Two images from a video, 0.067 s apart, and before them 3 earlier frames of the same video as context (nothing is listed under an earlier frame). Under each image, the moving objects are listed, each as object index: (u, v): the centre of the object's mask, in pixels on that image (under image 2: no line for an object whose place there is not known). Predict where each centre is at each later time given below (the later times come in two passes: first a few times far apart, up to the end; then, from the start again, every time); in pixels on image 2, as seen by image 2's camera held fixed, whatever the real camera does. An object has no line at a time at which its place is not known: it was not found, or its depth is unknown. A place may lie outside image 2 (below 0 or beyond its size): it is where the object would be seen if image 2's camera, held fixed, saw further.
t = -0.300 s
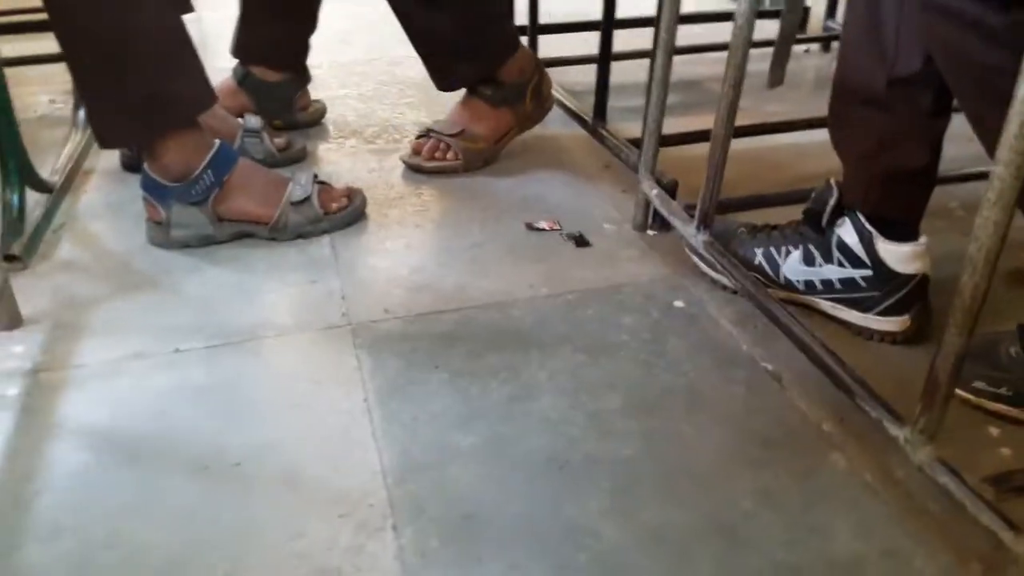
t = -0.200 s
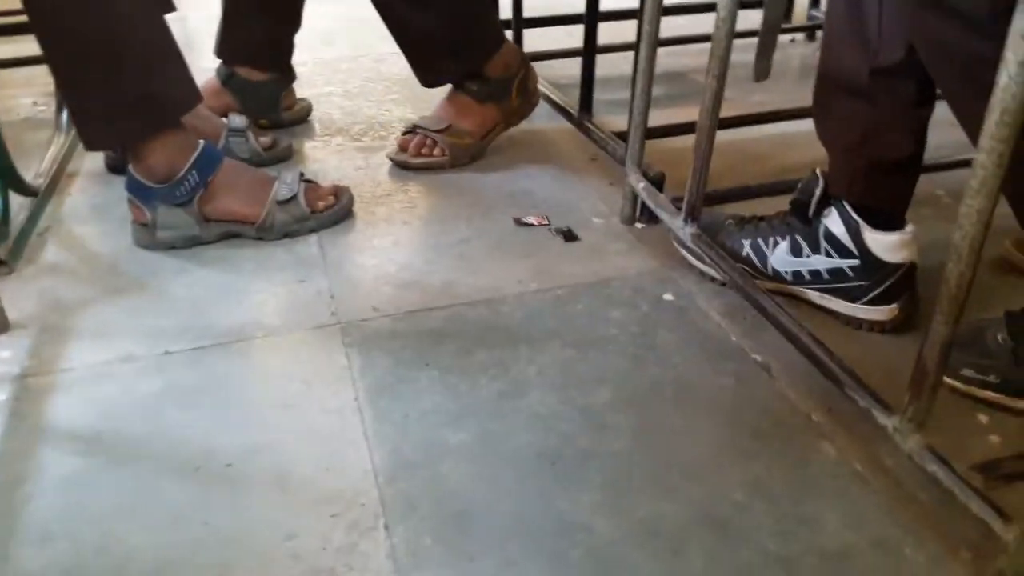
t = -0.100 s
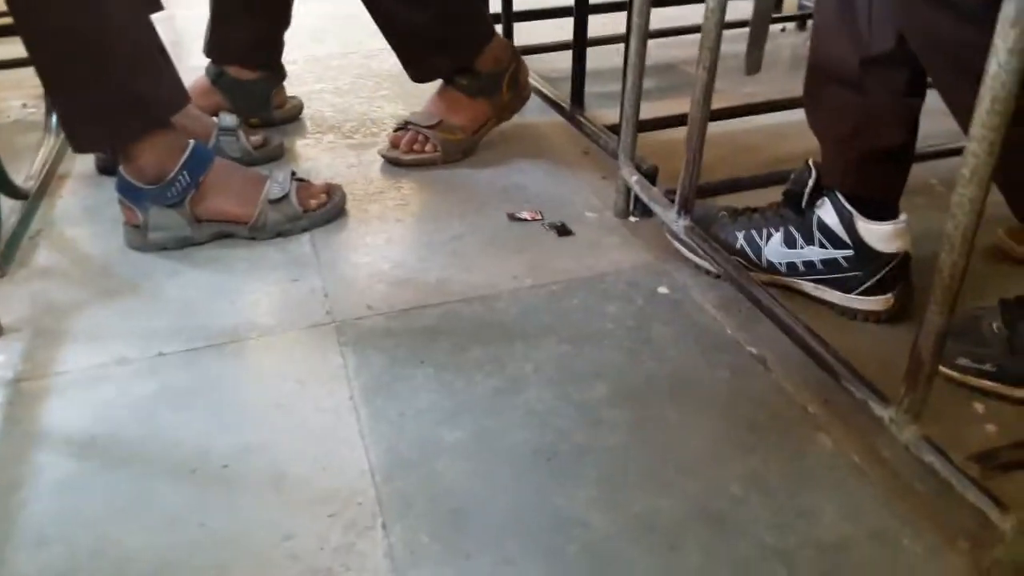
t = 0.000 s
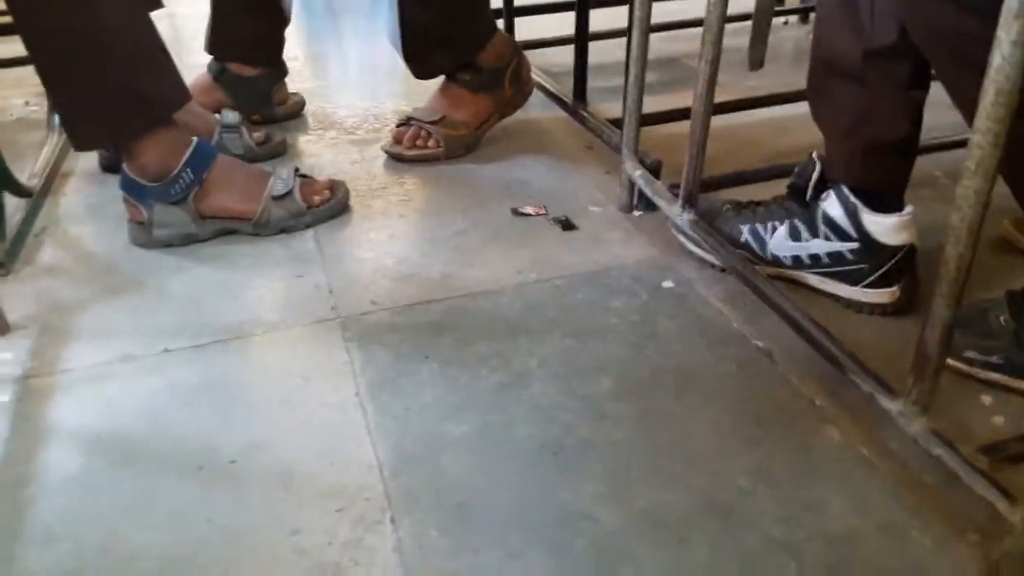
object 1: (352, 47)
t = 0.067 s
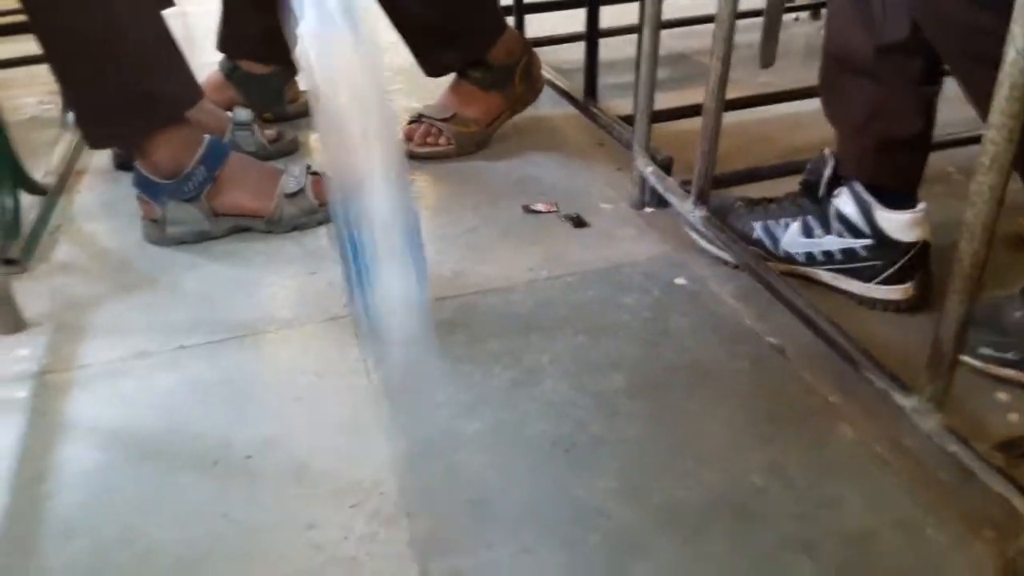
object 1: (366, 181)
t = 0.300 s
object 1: (399, 410)
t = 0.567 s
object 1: (391, 410)
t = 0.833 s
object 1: (382, 410)
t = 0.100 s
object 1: (386, 310)
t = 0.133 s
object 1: (399, 386)
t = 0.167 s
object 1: (399, 410)
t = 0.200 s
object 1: (398, 407)
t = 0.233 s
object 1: (398, 405)
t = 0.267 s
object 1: (399, 407)
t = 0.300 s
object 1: (399, 410)
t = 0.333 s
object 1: (400, 410)
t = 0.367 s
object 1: (398, 410)
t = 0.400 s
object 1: (396, 410)
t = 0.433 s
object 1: (394, 410)
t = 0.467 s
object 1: (392, 410)
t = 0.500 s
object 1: (391, 410)
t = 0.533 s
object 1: (391, 410)
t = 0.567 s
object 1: (391, 410)
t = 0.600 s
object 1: (392, 410)
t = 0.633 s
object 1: (390, 410)
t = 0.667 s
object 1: (387, 409)
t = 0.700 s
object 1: (385, 410)
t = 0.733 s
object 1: (383, 410)
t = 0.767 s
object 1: (383, 409)
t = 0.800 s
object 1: (383, 410)
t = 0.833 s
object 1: (382, 410)
